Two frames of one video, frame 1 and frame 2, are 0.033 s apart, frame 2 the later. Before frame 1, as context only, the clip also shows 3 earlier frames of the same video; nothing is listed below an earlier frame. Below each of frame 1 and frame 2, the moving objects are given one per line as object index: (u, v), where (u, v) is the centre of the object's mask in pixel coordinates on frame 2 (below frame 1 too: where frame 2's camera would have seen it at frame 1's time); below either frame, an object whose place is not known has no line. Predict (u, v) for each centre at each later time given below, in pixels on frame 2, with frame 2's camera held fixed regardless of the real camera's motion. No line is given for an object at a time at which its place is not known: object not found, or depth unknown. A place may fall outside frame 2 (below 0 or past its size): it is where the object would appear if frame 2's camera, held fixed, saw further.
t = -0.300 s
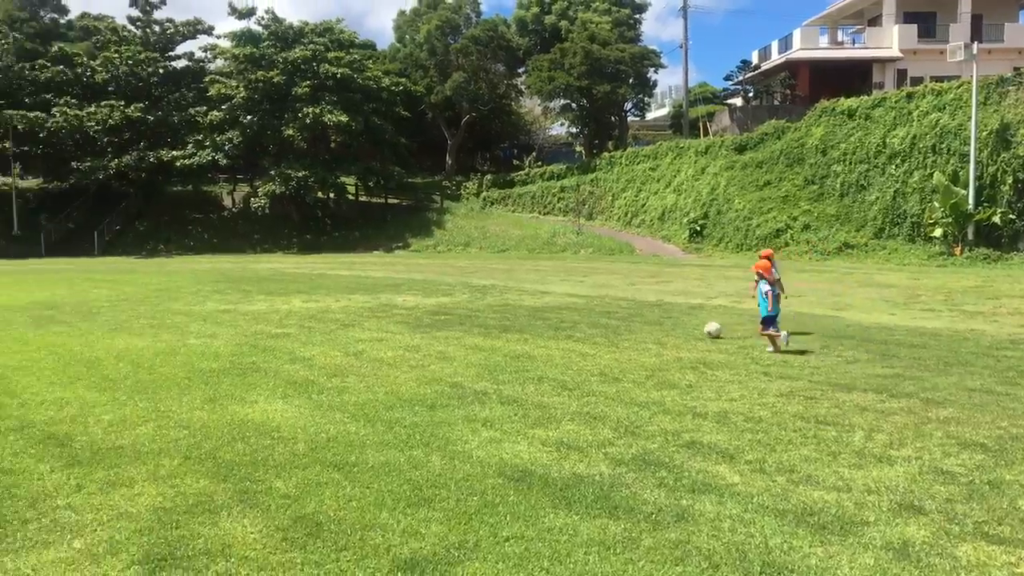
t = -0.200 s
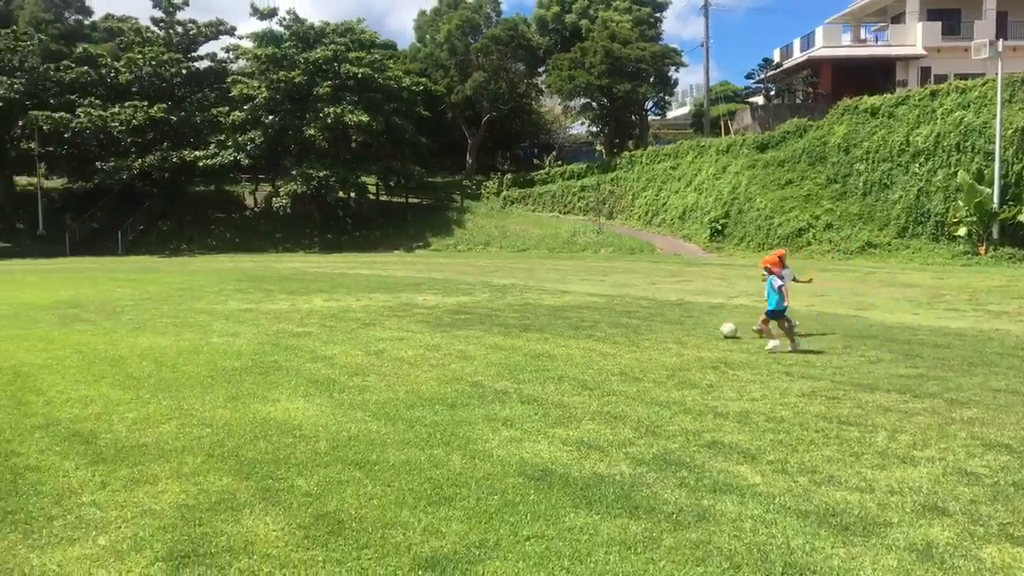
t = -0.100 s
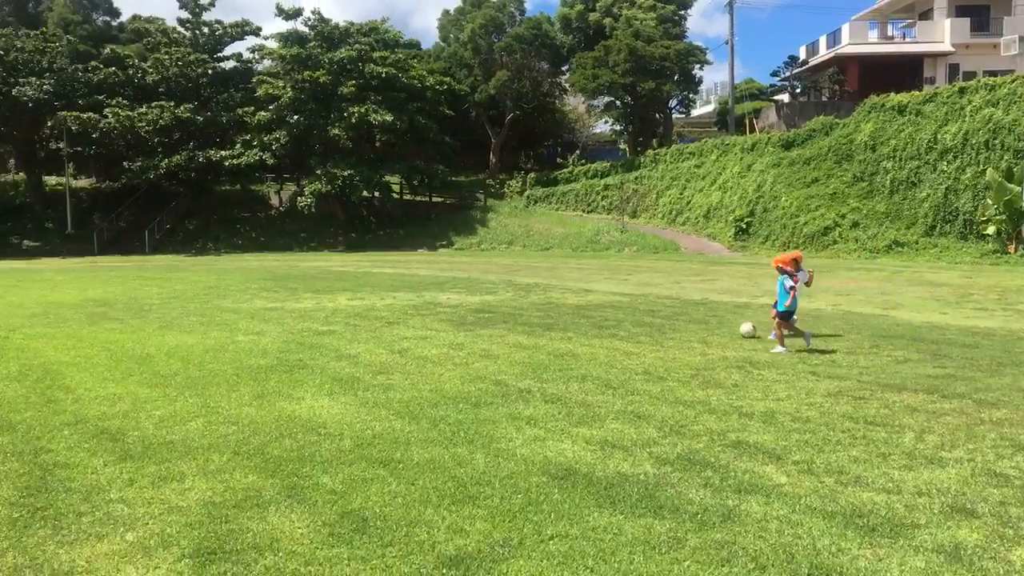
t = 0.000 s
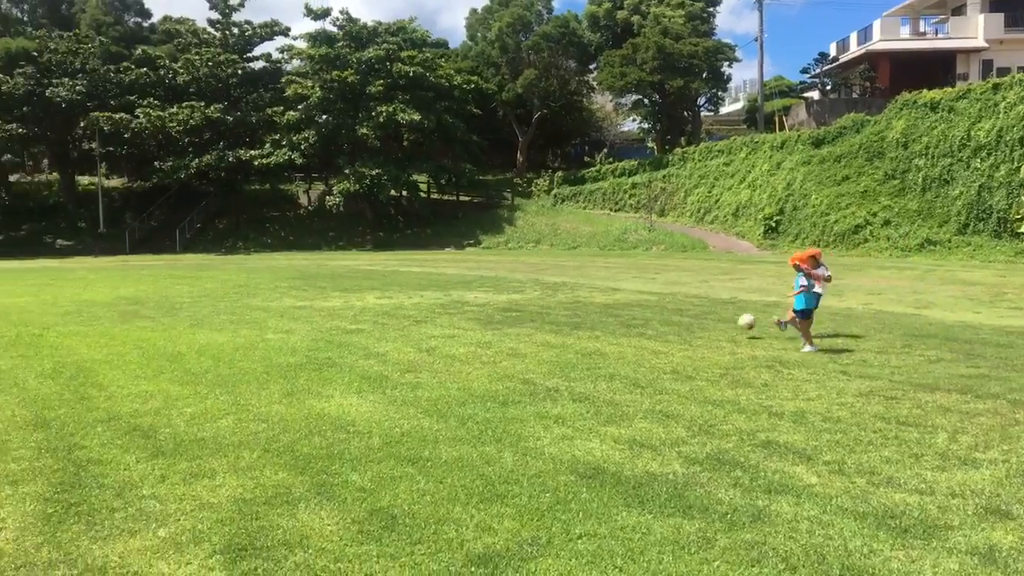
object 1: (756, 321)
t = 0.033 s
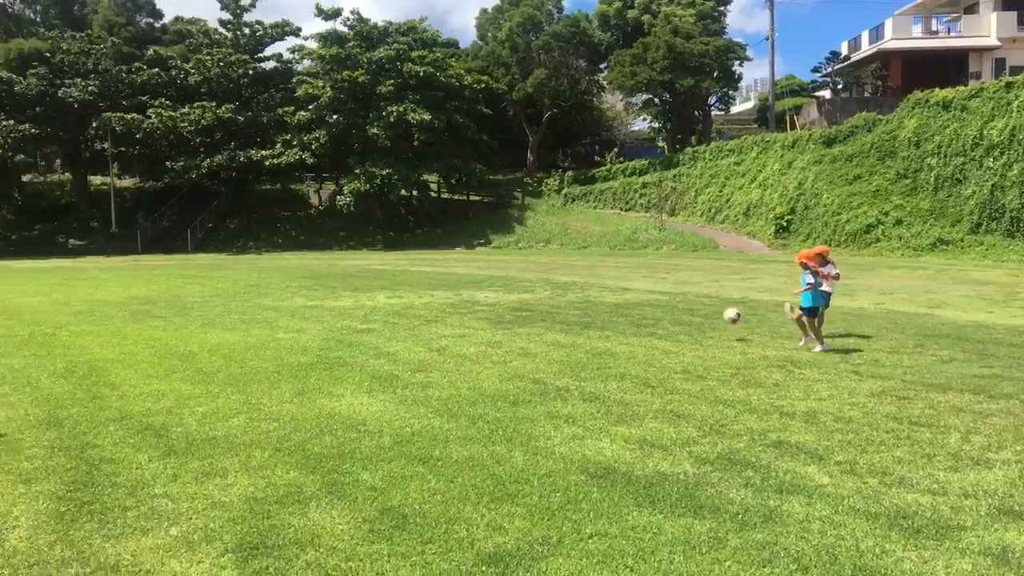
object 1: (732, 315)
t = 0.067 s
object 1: (707, 311)
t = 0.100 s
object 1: (682, 306)
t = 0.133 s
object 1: (657, 303)
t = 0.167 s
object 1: (633, 301)
